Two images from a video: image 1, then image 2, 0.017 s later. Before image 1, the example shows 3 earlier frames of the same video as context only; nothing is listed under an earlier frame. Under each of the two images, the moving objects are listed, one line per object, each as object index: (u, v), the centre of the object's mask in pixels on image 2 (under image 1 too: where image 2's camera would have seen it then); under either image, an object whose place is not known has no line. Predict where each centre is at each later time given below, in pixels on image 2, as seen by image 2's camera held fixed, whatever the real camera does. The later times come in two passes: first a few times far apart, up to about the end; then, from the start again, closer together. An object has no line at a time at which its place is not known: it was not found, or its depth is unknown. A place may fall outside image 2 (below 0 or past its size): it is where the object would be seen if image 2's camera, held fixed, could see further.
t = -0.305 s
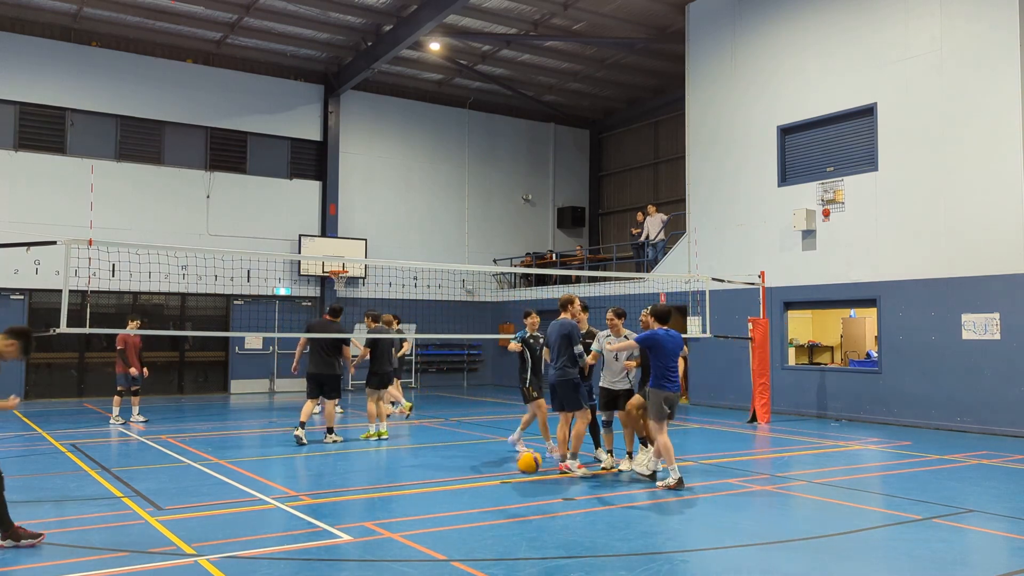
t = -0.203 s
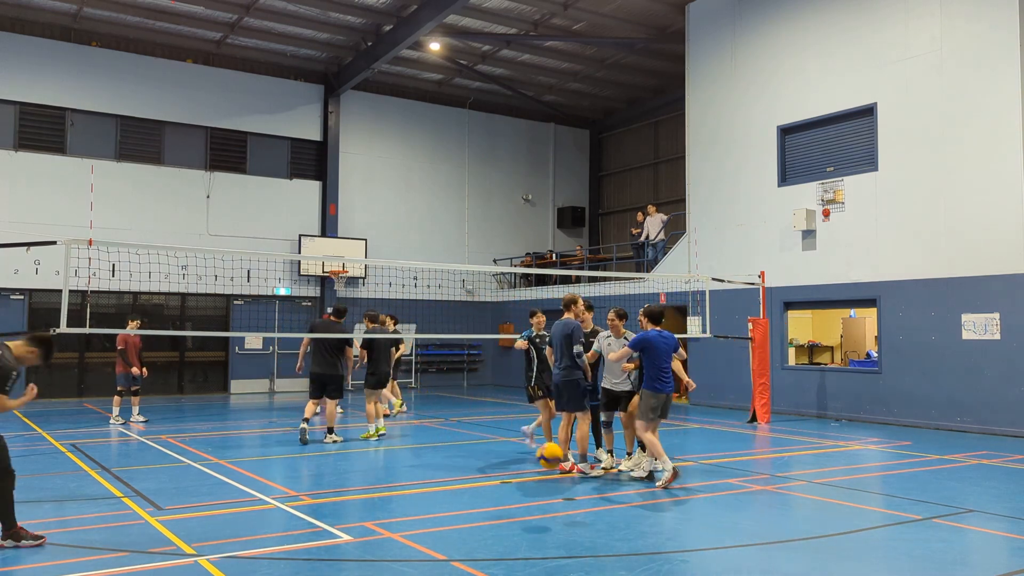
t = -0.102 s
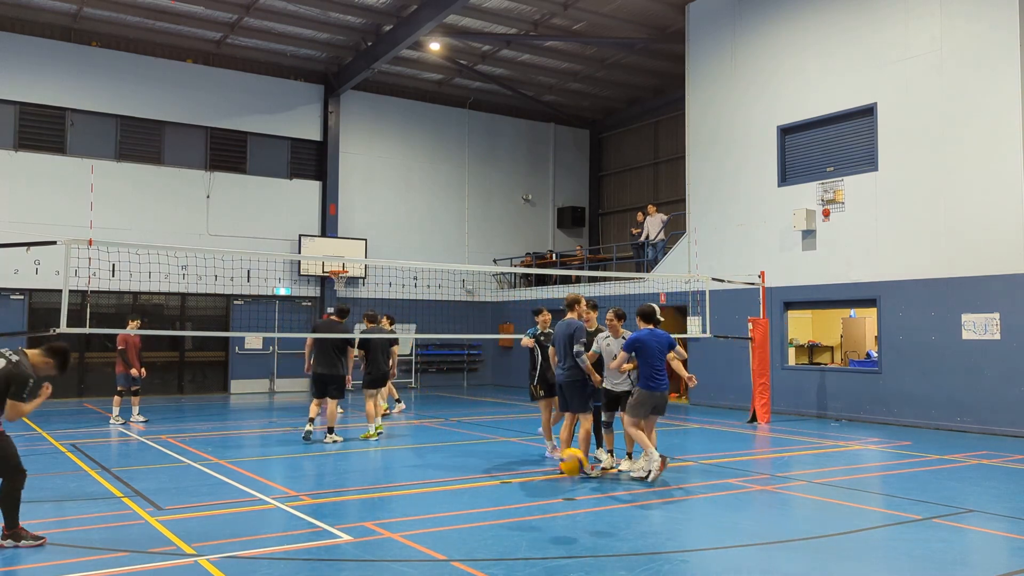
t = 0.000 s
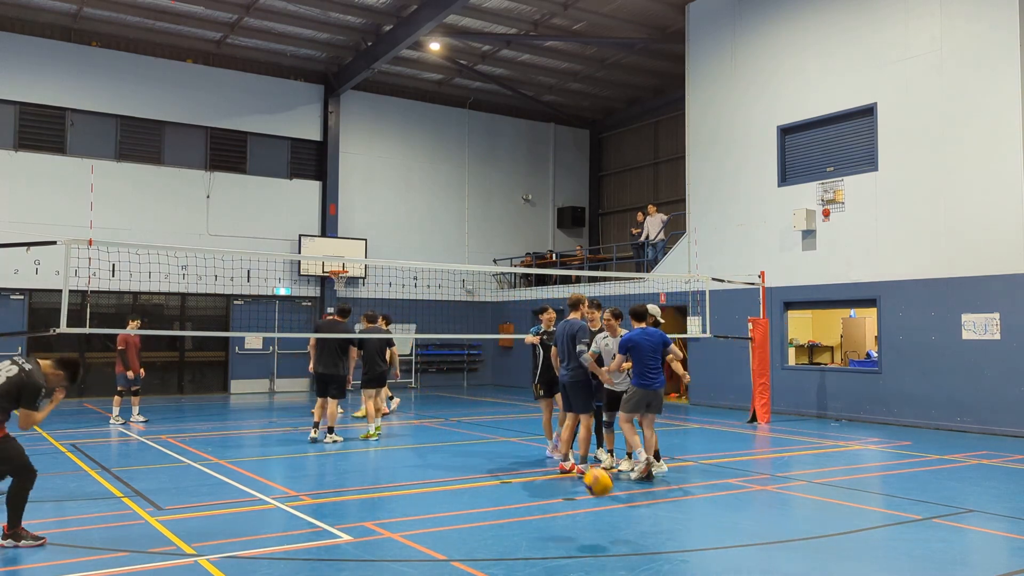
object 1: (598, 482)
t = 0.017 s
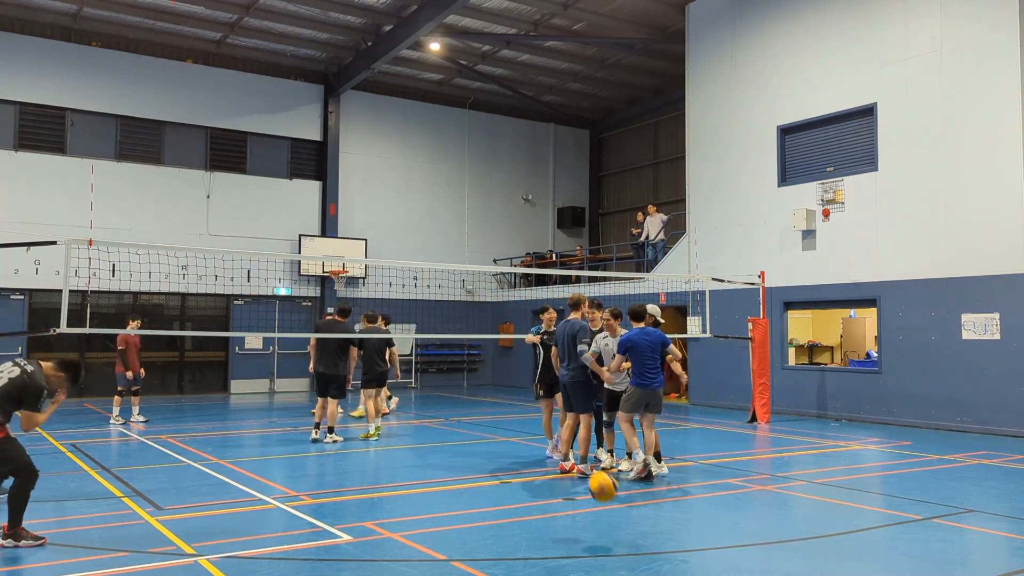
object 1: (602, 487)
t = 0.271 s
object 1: (679, 517)
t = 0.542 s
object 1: (784, 558)
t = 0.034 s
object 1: (607, 492)
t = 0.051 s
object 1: (612, 498)
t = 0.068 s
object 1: (616, 504)
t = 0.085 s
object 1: (621, 511)
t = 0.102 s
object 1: (626, 519)
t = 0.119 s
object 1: (631, 527)
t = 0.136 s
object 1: (636, 536)
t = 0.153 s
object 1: (642, 535)
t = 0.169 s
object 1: (646, 531)
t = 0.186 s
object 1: (651, 528)
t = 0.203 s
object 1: (657, 525)
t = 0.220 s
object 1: (662, 522)
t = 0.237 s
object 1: (668, 520)
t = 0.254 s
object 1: (673, 518)
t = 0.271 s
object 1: (679, 517)
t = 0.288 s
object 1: (684, 516)
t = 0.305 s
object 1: (690, 515)
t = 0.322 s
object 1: (696, 514)
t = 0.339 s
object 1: (702, 515)
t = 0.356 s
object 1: (708, 516)
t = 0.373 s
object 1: (714, 517)
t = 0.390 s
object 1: (720, 519)
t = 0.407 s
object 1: (727, 521)
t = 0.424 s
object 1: (734, 524)
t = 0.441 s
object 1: (741, 527)
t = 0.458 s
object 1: (748, 530)
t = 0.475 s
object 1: (755, 535)
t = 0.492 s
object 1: (761, 540)
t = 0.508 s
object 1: (769, 545)
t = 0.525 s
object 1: (777, 552)
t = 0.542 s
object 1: (784, 558)
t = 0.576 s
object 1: (798, 566)
